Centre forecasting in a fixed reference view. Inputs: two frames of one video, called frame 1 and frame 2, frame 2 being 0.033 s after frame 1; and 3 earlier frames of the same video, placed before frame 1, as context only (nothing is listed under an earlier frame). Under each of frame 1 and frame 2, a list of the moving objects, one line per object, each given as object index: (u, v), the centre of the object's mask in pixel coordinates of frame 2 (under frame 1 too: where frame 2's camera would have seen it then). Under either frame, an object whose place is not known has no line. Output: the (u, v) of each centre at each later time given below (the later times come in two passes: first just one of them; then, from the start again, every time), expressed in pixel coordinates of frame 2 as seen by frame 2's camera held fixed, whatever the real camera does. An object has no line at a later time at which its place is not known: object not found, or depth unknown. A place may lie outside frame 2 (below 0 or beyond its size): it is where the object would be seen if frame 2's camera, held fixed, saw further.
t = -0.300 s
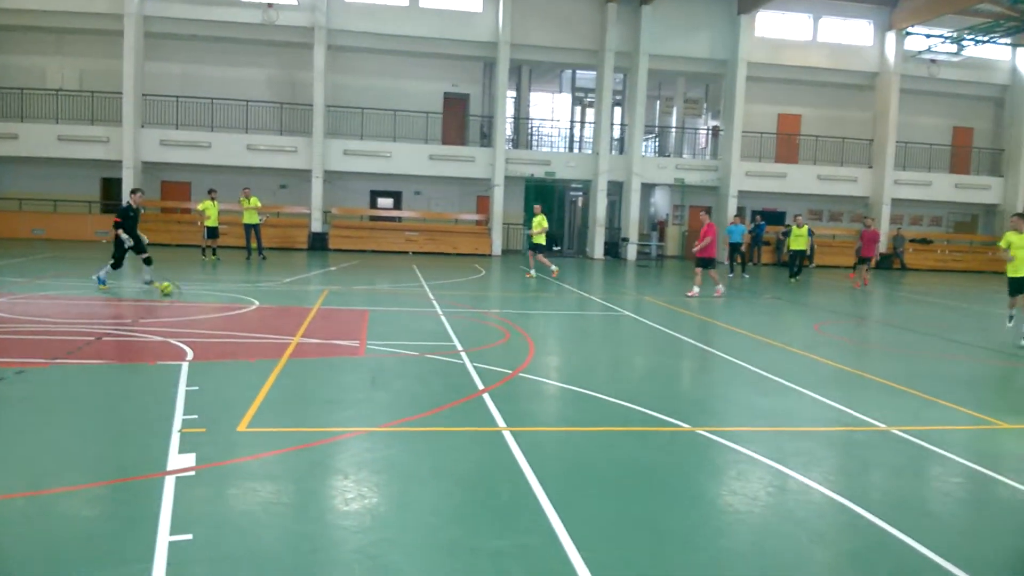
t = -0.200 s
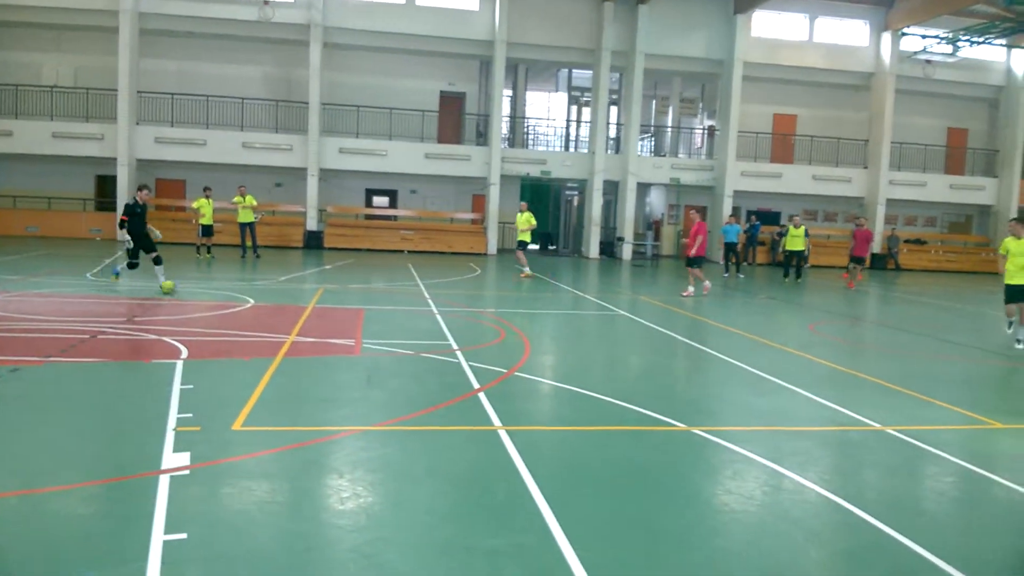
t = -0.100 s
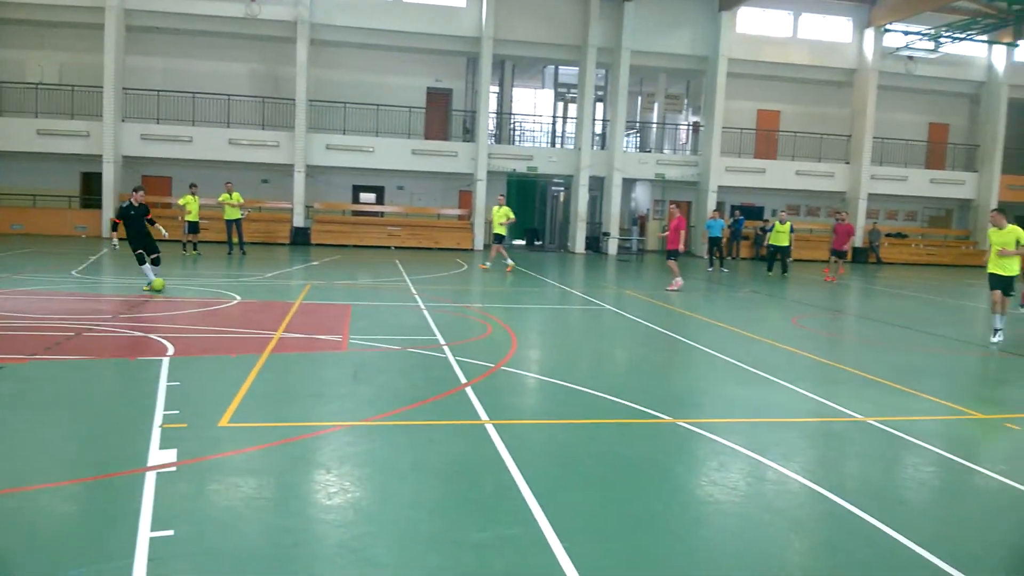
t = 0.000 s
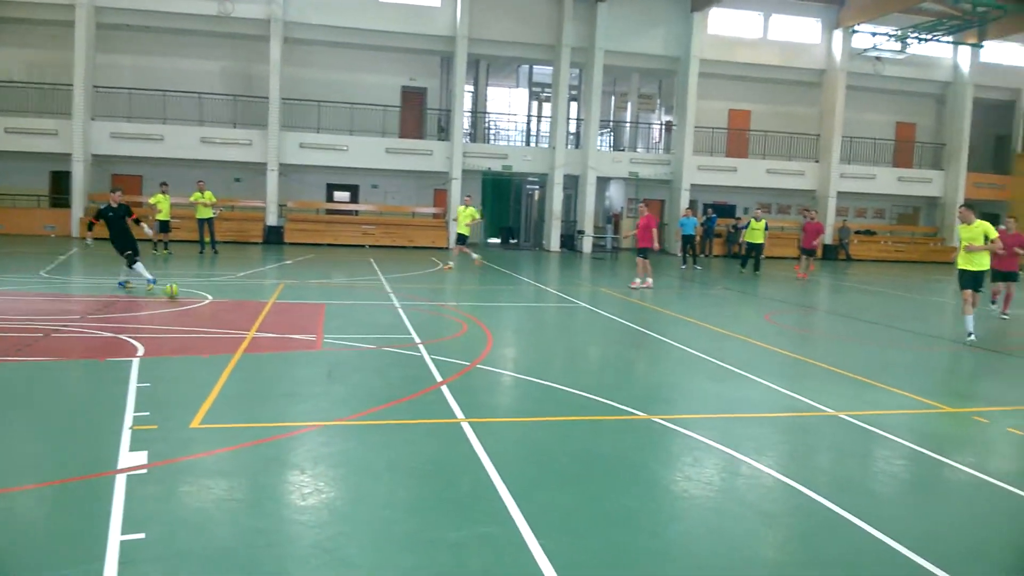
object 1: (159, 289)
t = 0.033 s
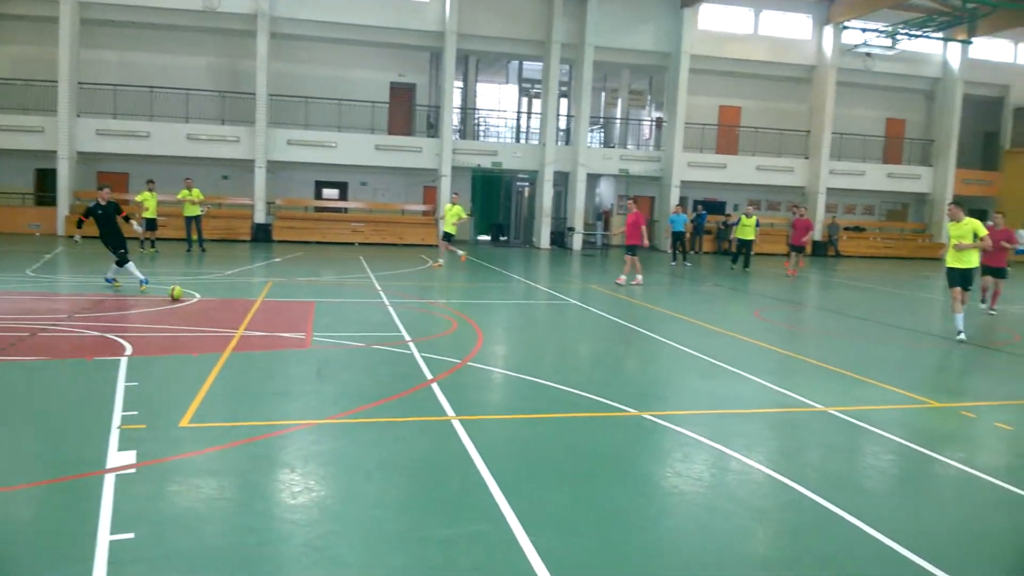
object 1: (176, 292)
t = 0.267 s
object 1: (299, 312)
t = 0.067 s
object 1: (193, 295)
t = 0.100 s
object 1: (210, 298)
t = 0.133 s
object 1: (226, 300)
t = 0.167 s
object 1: (244, 303)
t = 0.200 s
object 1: (262, 306)
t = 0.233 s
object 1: (280, 309)
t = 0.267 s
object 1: (299, 312)
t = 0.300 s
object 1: (322, 314)
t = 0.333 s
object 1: (337, 318)
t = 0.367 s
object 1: (356, 321)
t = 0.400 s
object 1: (376, 325)
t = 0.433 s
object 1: (396, 328)
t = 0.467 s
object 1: (417, 331)
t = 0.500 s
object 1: (438, 335)
